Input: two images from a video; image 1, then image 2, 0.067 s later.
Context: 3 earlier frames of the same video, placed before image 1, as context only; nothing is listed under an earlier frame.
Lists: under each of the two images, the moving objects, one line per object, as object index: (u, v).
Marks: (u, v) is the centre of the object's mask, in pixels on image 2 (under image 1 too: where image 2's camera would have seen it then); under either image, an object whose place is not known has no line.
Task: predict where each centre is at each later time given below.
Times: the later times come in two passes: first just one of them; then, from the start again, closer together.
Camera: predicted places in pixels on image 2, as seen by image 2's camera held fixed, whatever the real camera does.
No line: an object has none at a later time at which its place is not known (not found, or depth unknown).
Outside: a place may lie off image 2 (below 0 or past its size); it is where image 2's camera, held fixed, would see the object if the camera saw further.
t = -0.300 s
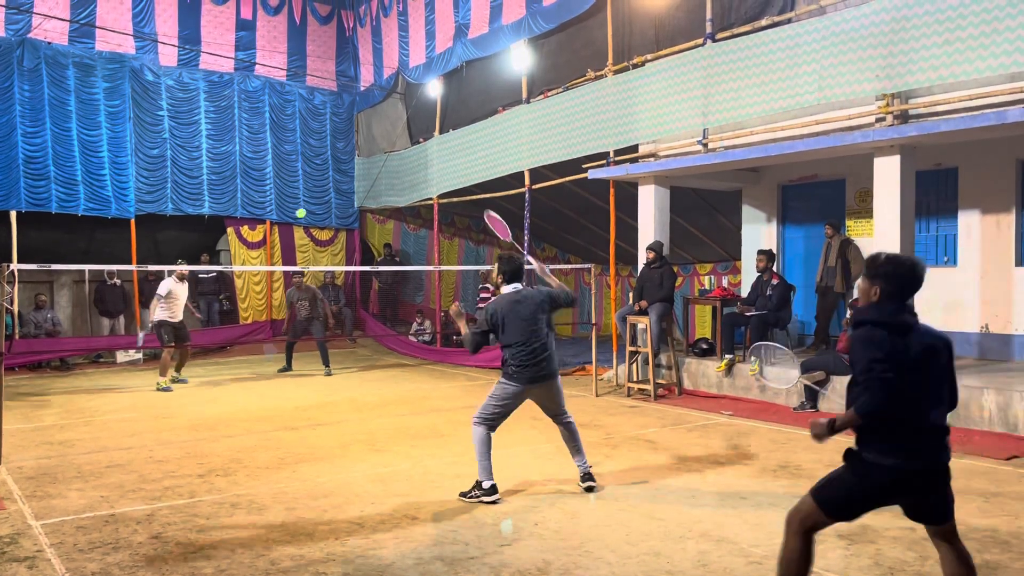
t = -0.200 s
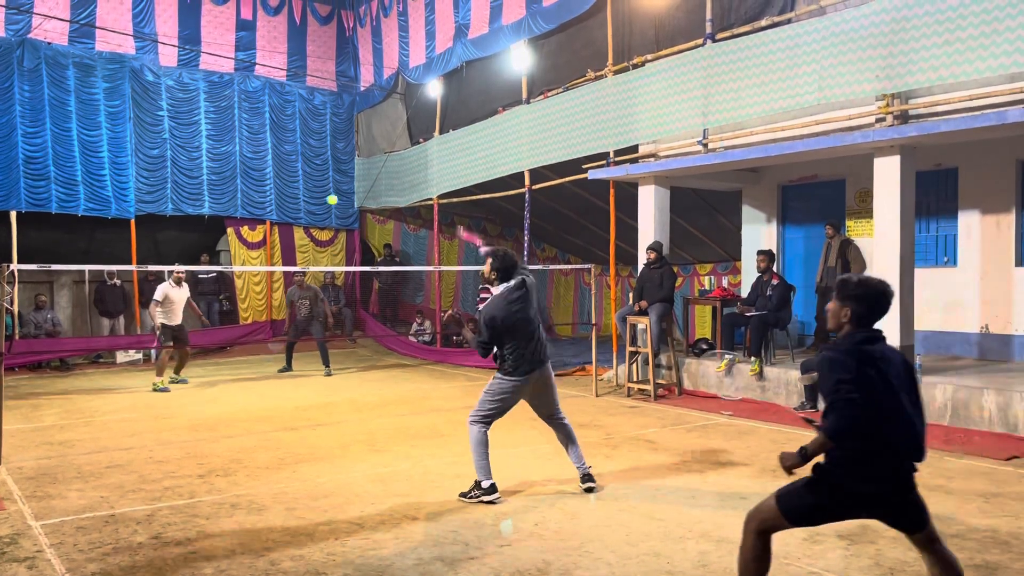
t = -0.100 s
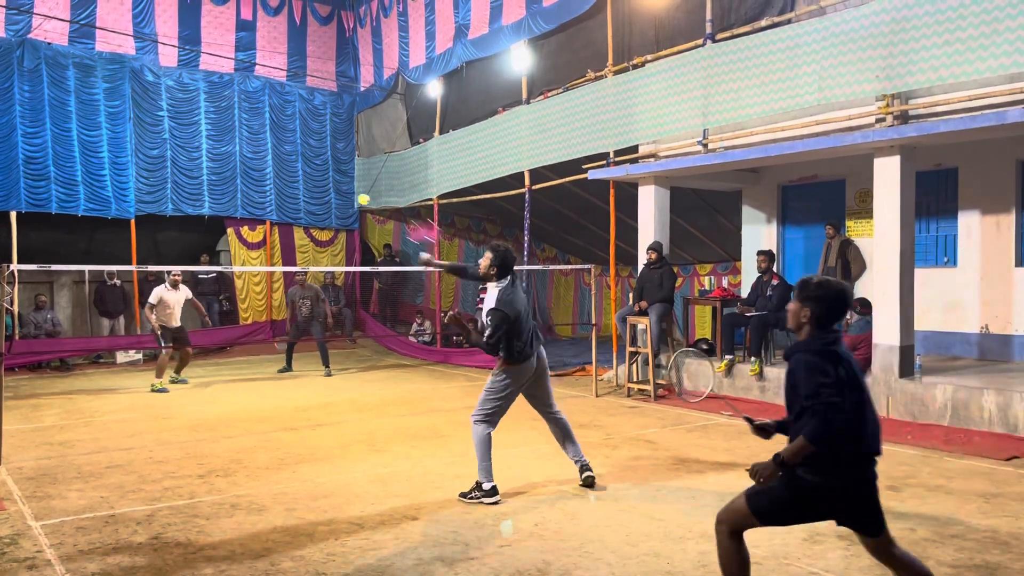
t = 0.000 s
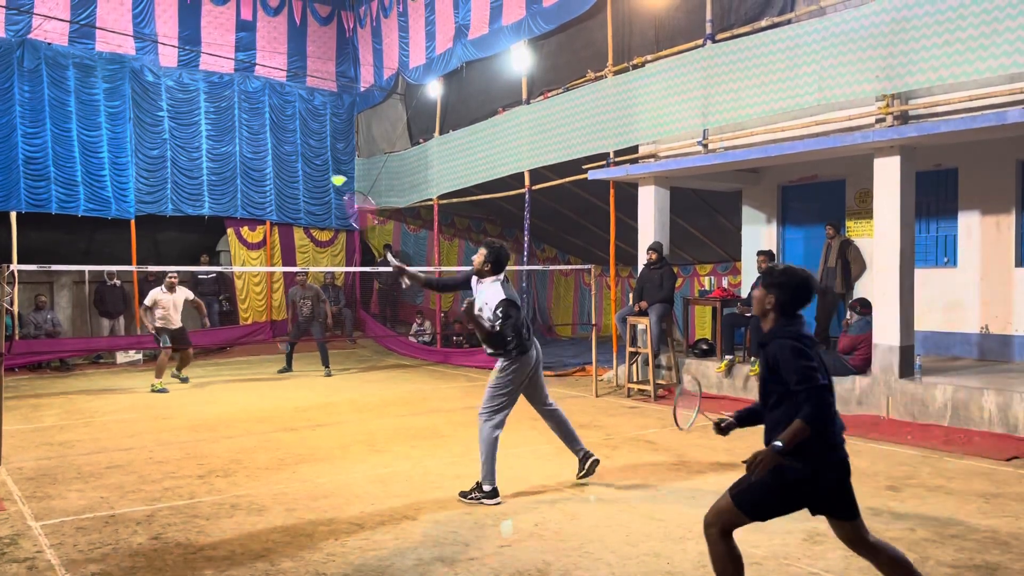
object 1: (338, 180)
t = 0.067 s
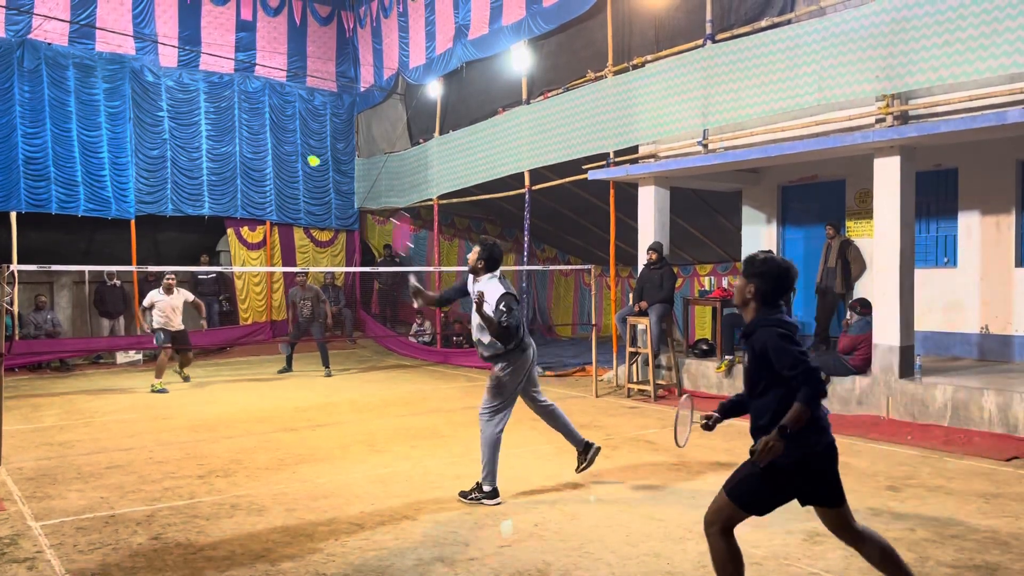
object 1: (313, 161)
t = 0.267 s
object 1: (264, 172)
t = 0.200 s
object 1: (279, 167)
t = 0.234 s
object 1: (272, 170)
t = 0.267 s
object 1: (264, 172)
